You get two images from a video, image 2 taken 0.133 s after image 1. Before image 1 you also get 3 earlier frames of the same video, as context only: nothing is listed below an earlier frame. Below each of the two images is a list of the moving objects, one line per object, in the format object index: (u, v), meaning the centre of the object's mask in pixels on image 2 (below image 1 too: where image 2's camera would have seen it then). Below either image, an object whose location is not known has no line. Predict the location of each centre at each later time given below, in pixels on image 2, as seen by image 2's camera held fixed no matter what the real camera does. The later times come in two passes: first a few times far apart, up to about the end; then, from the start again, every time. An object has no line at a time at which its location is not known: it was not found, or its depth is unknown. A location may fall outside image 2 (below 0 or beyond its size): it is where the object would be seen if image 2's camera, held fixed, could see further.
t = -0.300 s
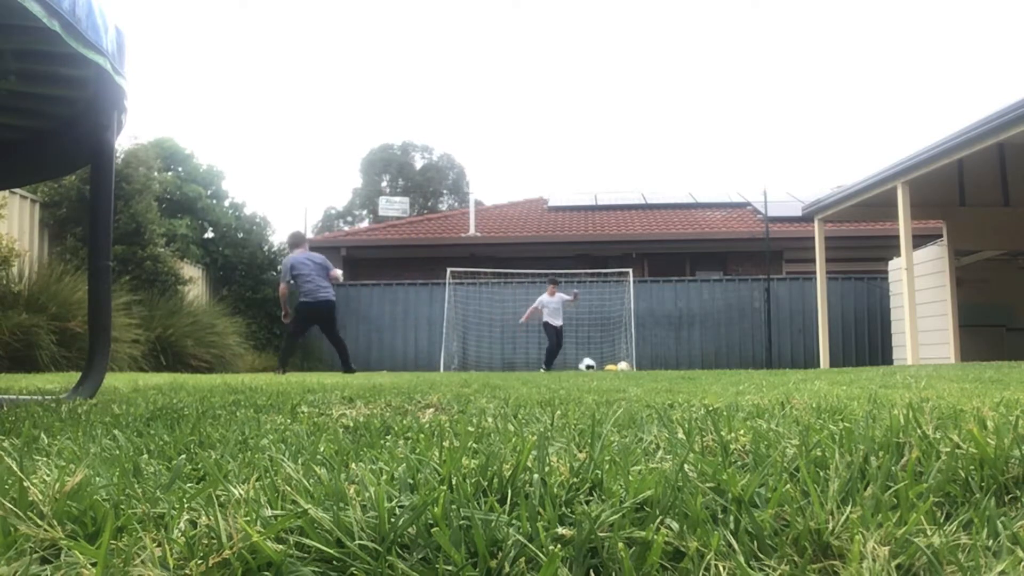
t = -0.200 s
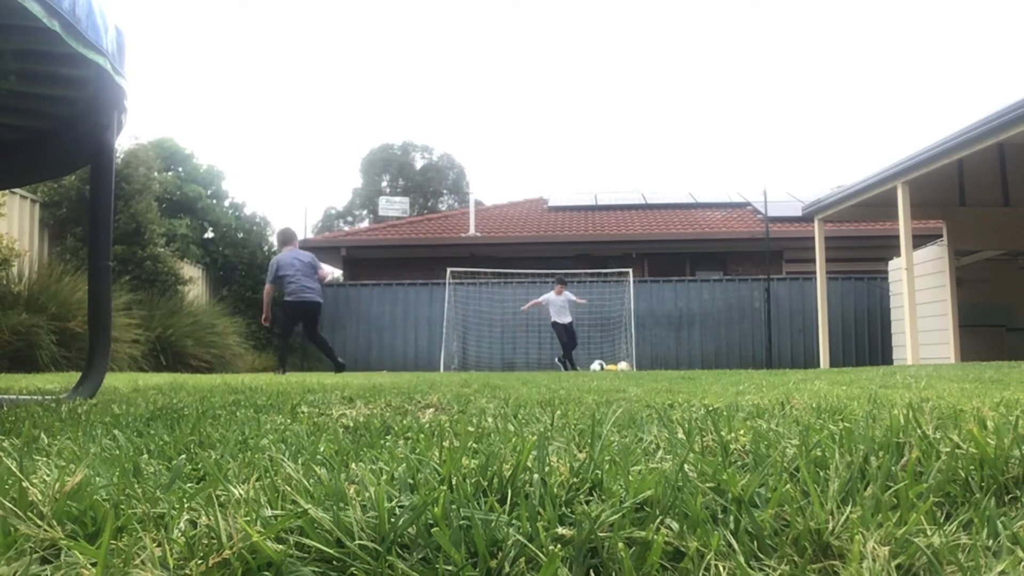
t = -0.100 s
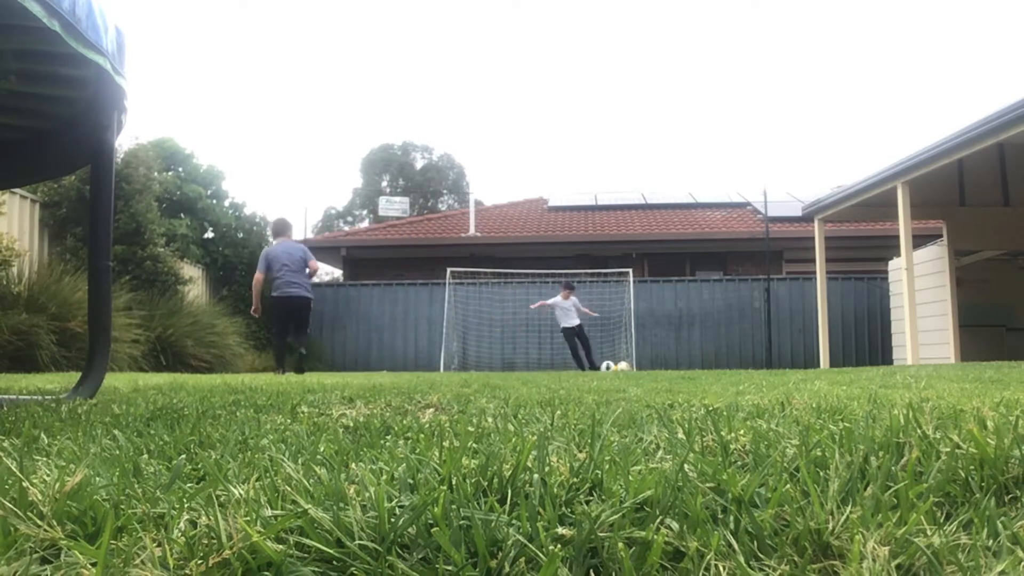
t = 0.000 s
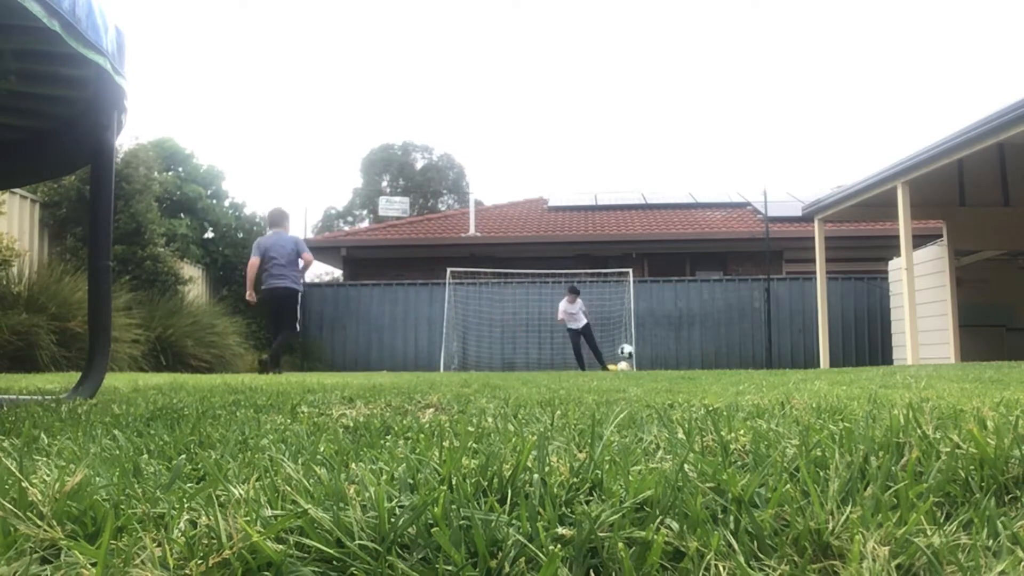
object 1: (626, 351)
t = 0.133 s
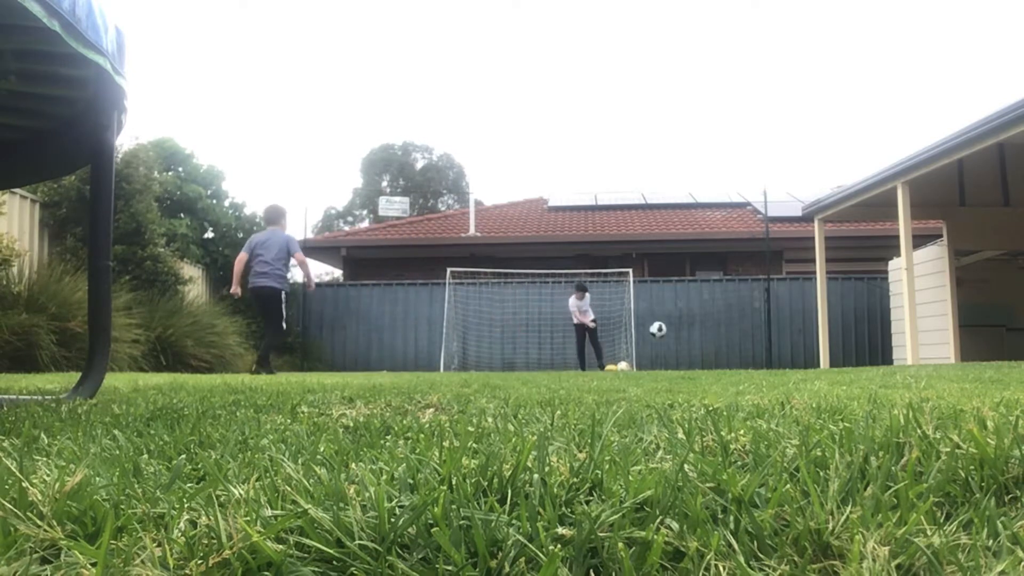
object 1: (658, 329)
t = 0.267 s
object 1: (691, 319)
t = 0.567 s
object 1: (778, 341)
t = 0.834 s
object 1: (837, 353)
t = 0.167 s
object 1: (666, 326)
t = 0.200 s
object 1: (674, 323)
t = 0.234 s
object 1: (683, 320)
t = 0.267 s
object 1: (691, 319)
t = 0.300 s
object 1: (700, 318)
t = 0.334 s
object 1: (709, 318)
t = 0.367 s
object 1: (719, 319)
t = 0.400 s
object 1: (728, 321)
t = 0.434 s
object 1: (738, 323)
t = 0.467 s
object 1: (747, 326)
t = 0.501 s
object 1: (758, 331)
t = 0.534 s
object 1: (767, 336)
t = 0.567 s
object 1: (778, 341)
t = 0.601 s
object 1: (789, 349)
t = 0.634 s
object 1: (799, 358)
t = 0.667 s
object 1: (810, 364)
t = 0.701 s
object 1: (817, 362)
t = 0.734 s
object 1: (821, 359)
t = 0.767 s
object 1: (827, 357)
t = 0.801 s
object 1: (833, 355)
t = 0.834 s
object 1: (837, 353)
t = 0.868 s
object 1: (842, 353)
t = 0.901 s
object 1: (847, 353)
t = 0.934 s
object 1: (852, 355)
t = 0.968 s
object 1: (857, 357)
